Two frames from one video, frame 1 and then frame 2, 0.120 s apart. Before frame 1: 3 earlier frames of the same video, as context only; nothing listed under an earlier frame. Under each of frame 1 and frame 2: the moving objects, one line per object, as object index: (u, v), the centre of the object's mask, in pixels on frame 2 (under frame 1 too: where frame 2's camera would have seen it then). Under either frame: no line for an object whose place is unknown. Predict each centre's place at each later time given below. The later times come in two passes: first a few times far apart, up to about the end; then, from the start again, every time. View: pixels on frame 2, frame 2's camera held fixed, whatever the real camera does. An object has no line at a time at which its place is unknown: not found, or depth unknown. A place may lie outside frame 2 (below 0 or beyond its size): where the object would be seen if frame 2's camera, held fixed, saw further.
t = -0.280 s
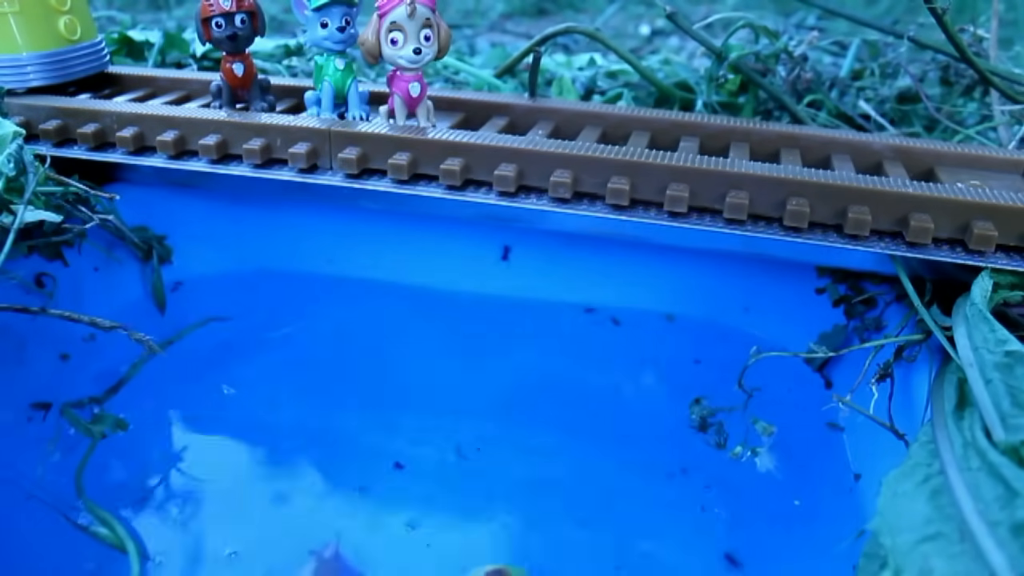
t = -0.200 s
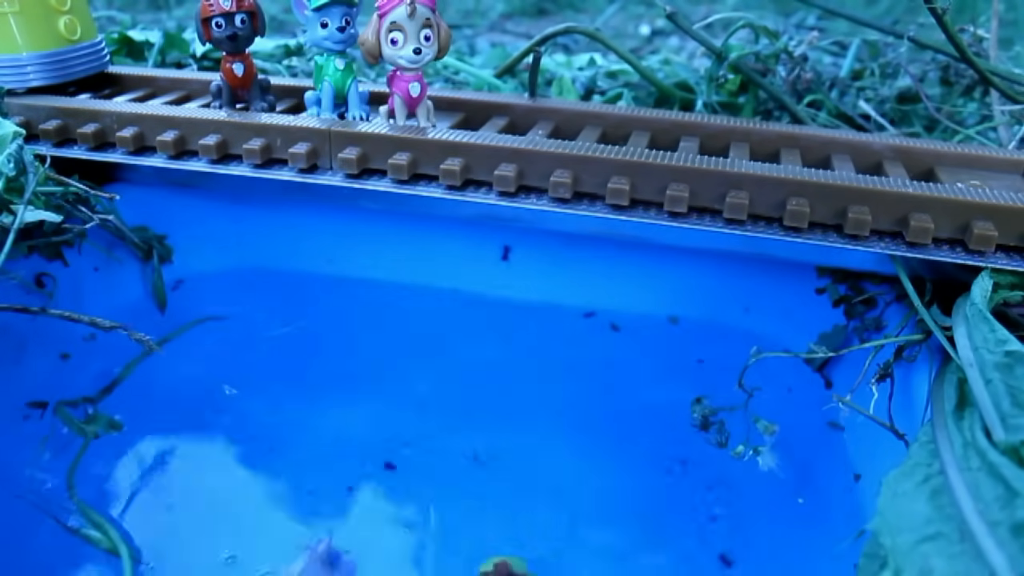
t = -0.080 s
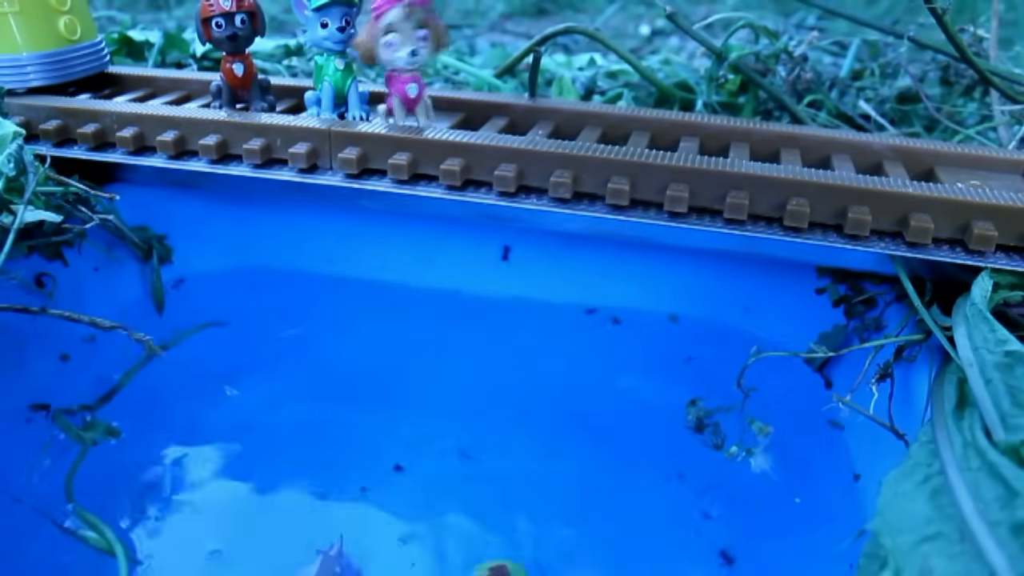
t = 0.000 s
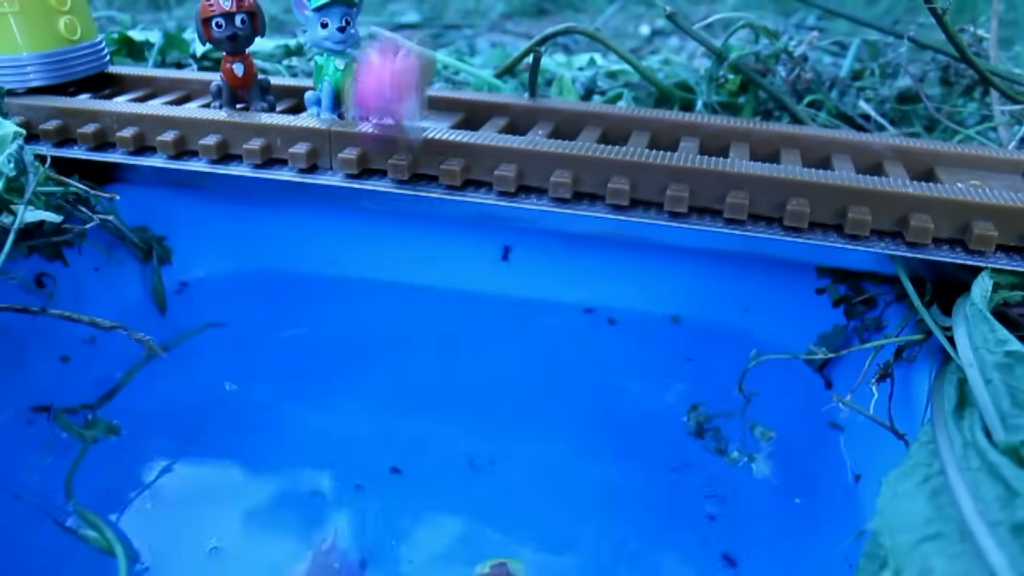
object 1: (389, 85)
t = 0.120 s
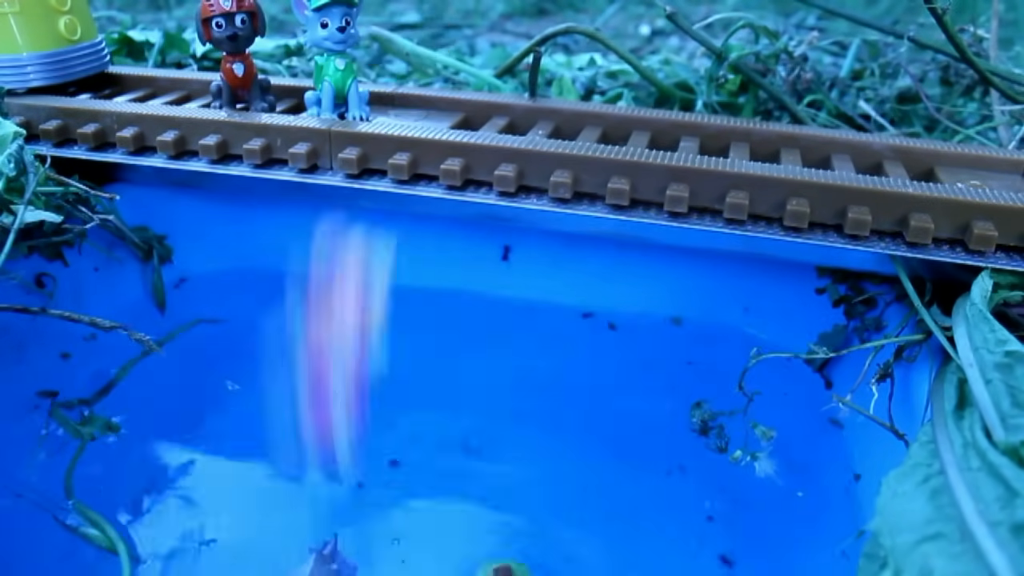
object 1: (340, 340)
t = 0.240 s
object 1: (334, 536)
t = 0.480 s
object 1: (355, 560)
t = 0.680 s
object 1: (346, 558)
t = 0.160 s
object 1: (338, 439)
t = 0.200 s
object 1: (324, 546)
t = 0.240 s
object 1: (334, 536)
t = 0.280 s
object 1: (338, 541)
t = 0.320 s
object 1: (342, 547)
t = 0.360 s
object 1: (337, 544)
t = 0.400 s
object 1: (356, 546)
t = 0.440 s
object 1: (363, 559)
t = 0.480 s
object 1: (355, 560)
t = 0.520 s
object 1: (352, 556)
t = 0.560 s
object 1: (357, 552)
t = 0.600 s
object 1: (359, 557)
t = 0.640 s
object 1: (355, 557)
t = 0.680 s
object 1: (346, 558)
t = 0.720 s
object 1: (344, 561)
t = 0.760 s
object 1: (337, 562)
